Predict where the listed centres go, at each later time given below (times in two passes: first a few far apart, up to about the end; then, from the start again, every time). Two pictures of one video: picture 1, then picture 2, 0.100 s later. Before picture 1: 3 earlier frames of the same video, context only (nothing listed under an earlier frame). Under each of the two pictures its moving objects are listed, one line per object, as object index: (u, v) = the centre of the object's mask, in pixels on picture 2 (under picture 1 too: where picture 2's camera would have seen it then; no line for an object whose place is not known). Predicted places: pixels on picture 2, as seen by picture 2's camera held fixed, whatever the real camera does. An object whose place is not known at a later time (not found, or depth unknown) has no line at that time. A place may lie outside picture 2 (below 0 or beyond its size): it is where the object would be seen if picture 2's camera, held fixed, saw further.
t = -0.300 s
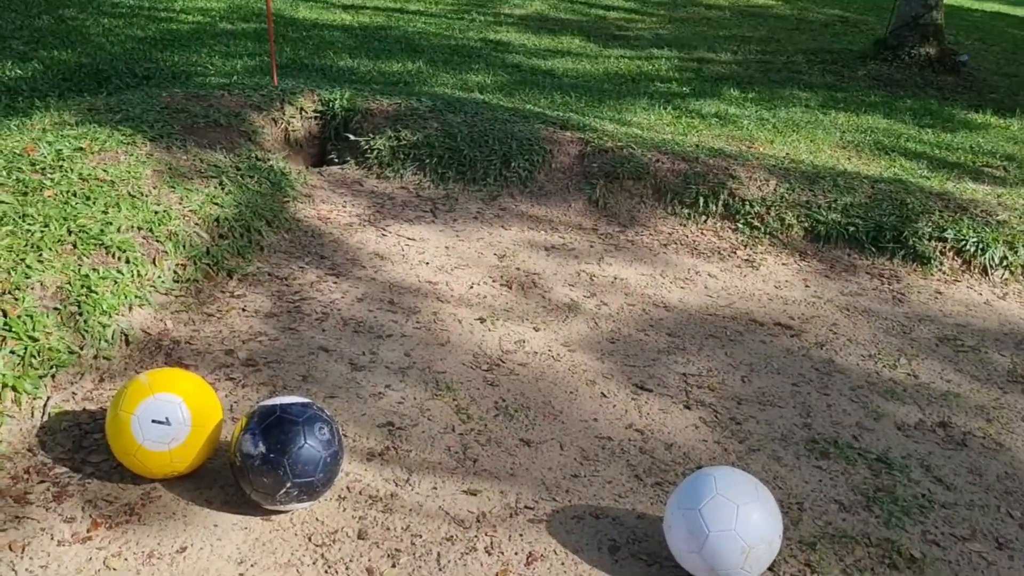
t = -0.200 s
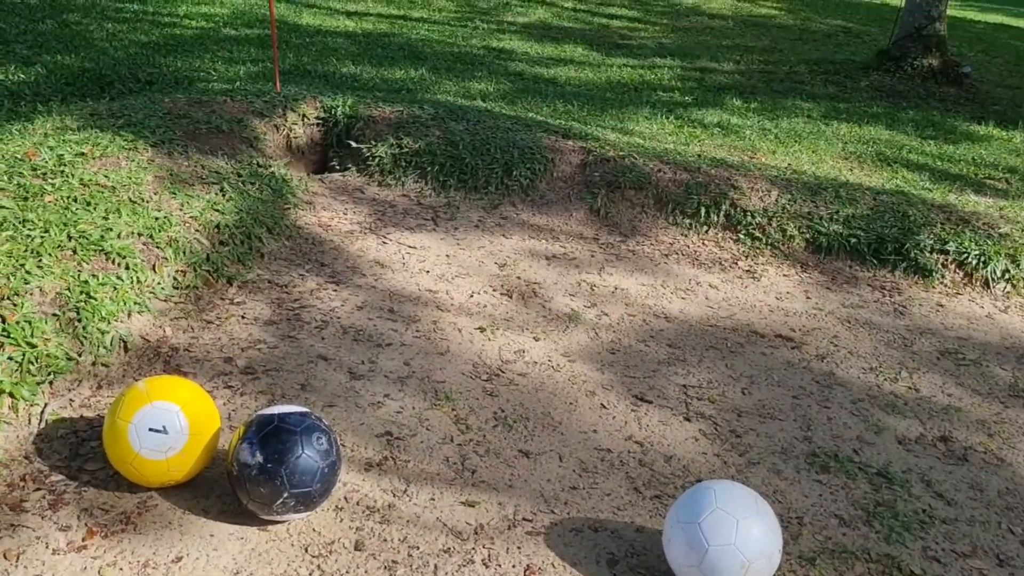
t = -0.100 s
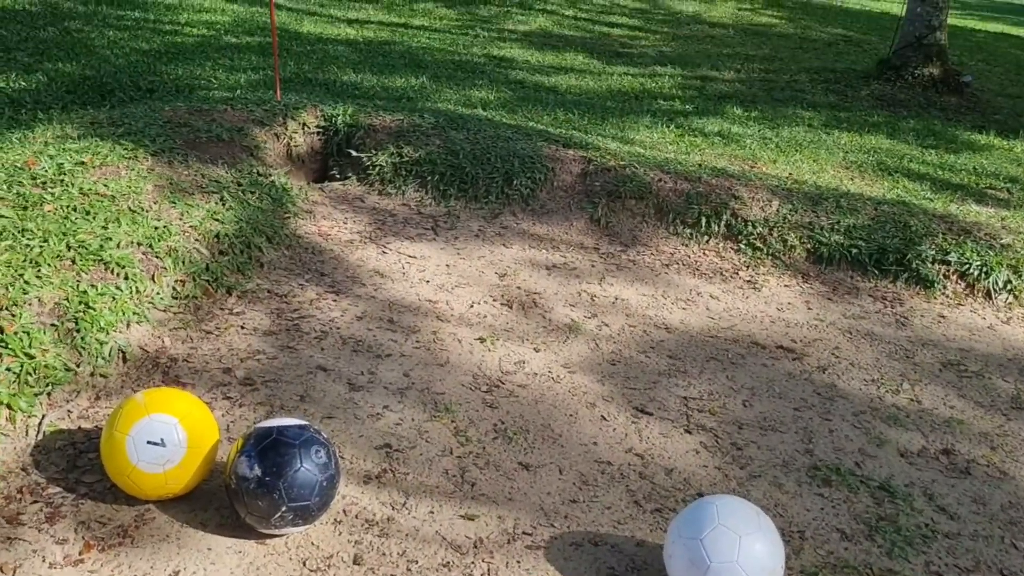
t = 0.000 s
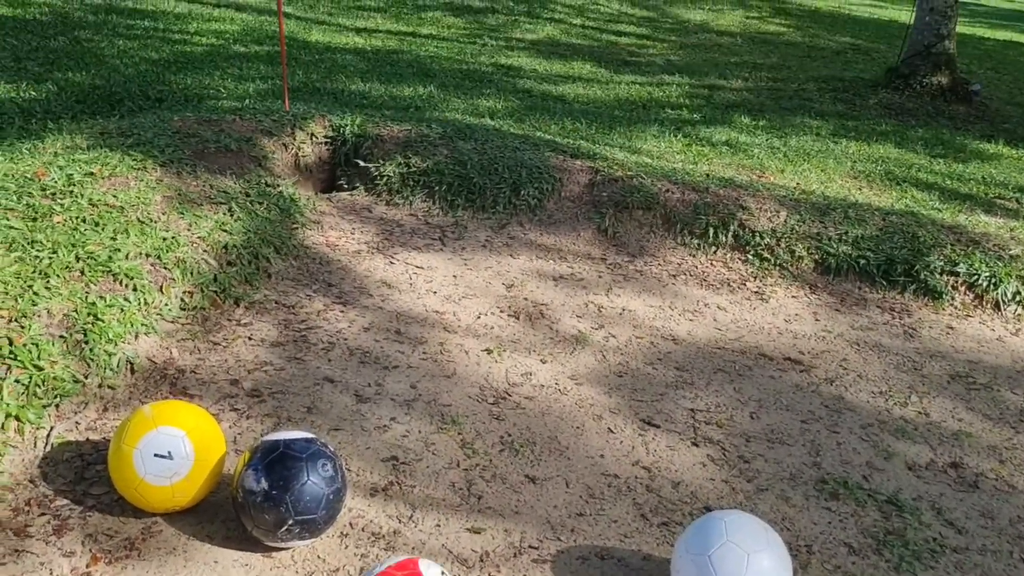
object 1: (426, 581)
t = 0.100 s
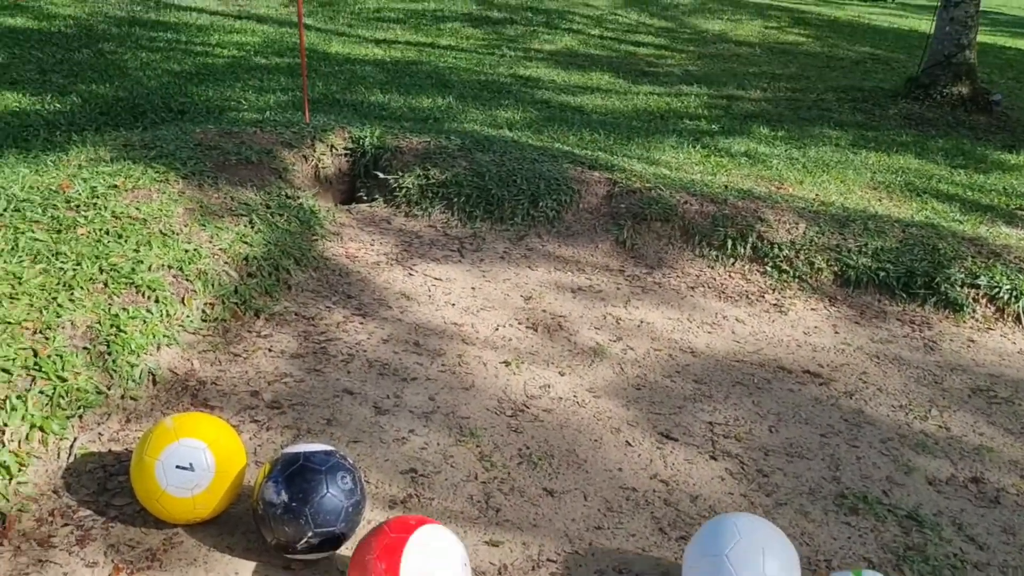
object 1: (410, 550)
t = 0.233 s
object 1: (415, 515)
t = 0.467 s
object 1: (451, 466)
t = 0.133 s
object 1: (408, 537)
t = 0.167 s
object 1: (405, 529)
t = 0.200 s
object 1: (407, 521)
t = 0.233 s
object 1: (415, 515)
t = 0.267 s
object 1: (421, 510)
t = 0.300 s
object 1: (427, 504)
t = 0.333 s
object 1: (432, 497)
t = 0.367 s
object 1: (437, 488)
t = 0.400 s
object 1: (442, 481)
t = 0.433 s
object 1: (447, 473)
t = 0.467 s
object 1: (451, 466)
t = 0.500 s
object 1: (455, 459)
